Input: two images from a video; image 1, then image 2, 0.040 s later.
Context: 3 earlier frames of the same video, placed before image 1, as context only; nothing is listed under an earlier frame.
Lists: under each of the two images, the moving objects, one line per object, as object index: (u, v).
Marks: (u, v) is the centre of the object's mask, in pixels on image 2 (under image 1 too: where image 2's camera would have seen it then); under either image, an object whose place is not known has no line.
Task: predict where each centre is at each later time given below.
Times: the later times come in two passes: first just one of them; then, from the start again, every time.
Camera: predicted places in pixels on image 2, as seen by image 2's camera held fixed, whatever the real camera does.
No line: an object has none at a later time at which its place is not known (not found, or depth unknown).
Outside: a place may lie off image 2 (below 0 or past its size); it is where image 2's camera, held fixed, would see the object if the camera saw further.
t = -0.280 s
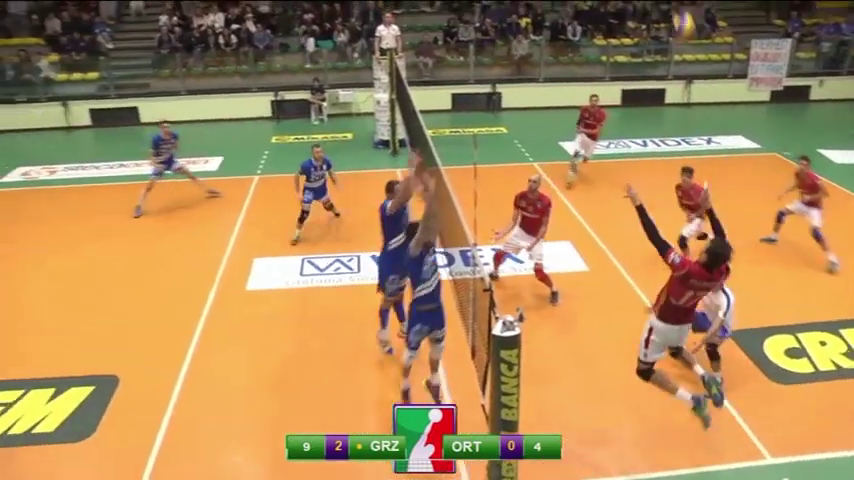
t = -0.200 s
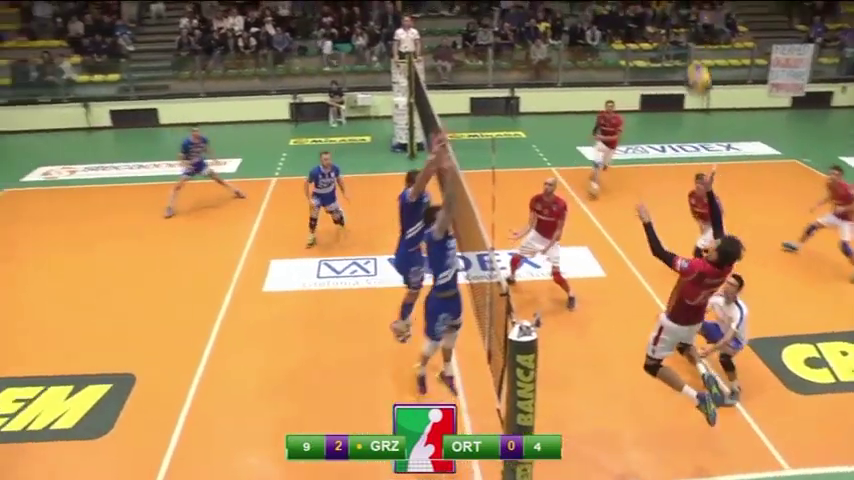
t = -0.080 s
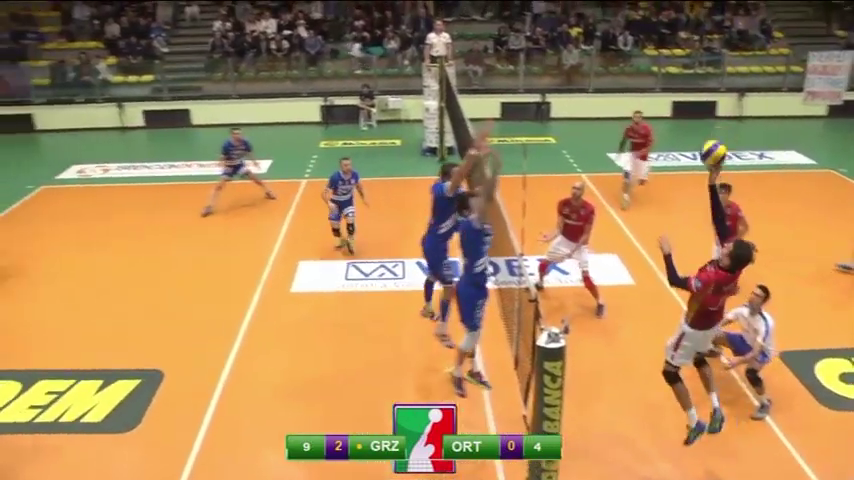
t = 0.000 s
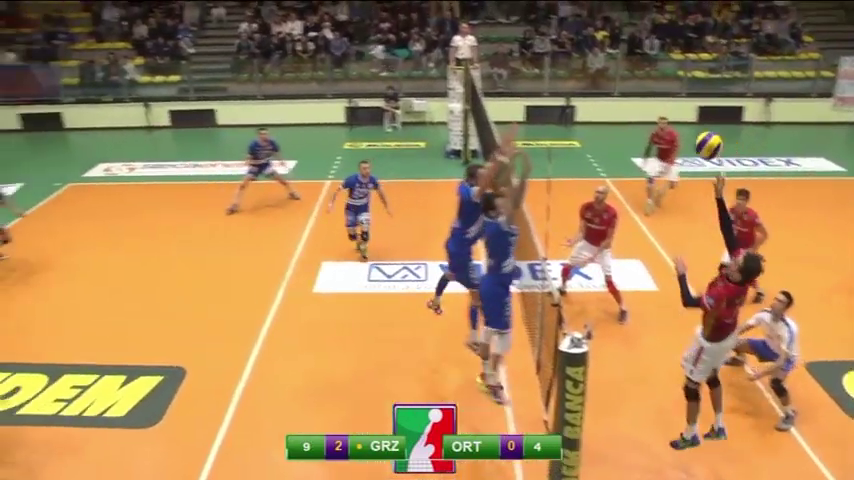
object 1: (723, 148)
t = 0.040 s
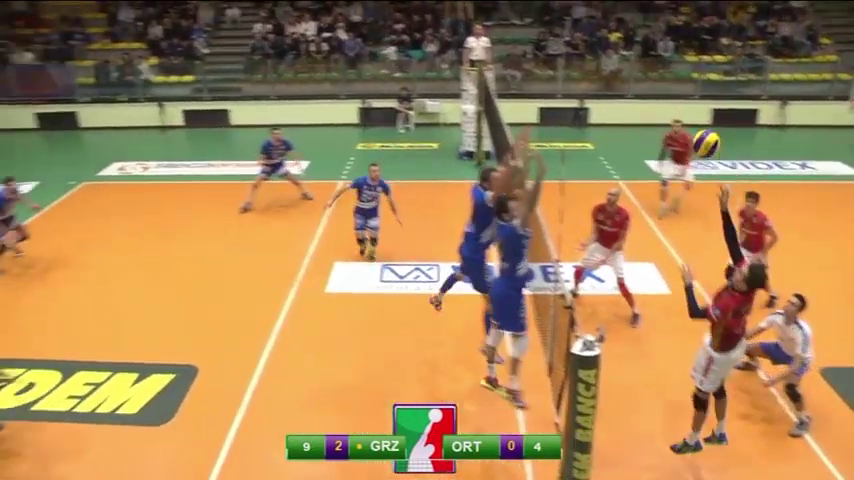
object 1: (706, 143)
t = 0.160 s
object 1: (653, 142)
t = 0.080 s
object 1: (688, 141)
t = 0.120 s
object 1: (670, 141)
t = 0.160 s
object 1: (653, 142)
